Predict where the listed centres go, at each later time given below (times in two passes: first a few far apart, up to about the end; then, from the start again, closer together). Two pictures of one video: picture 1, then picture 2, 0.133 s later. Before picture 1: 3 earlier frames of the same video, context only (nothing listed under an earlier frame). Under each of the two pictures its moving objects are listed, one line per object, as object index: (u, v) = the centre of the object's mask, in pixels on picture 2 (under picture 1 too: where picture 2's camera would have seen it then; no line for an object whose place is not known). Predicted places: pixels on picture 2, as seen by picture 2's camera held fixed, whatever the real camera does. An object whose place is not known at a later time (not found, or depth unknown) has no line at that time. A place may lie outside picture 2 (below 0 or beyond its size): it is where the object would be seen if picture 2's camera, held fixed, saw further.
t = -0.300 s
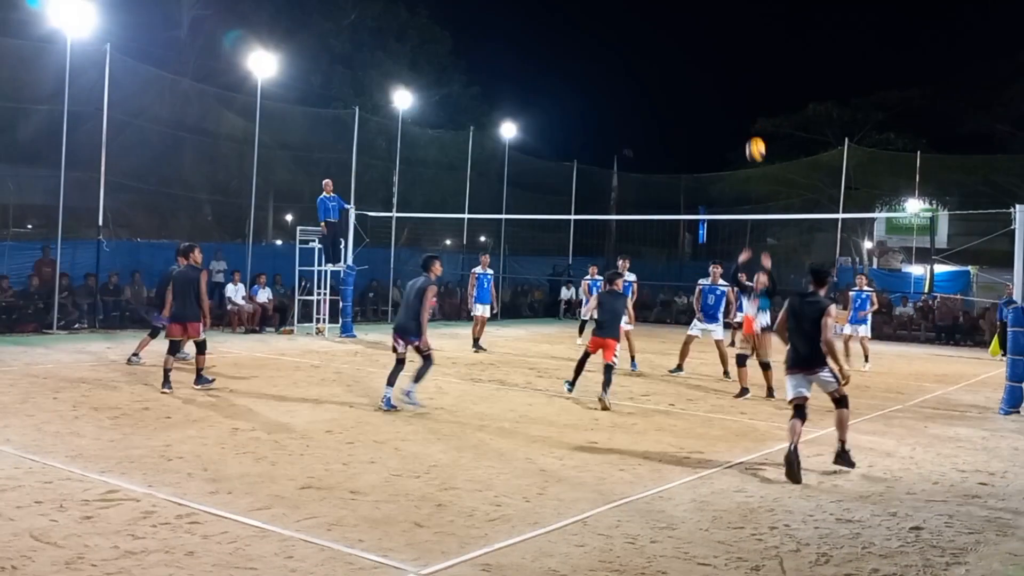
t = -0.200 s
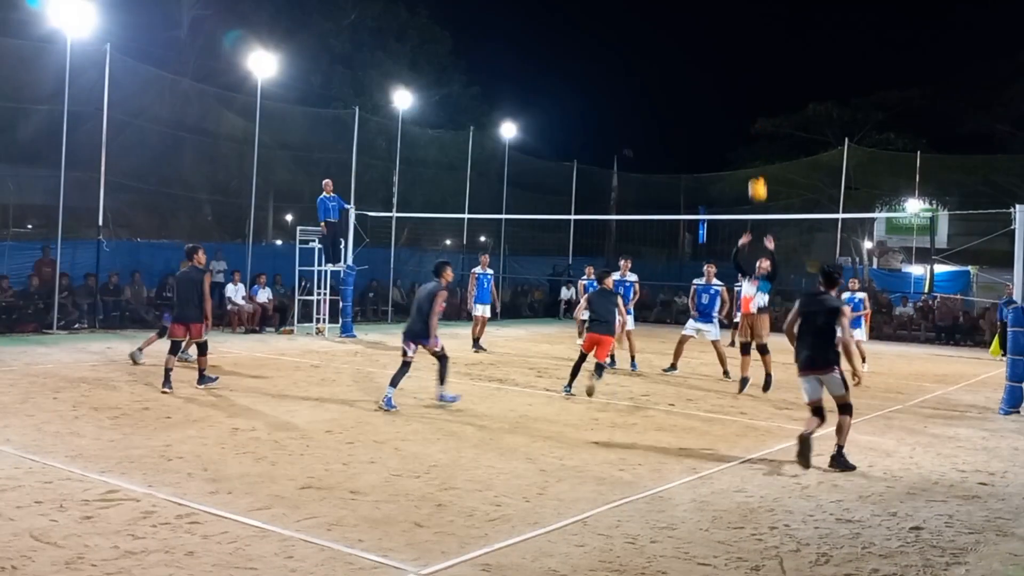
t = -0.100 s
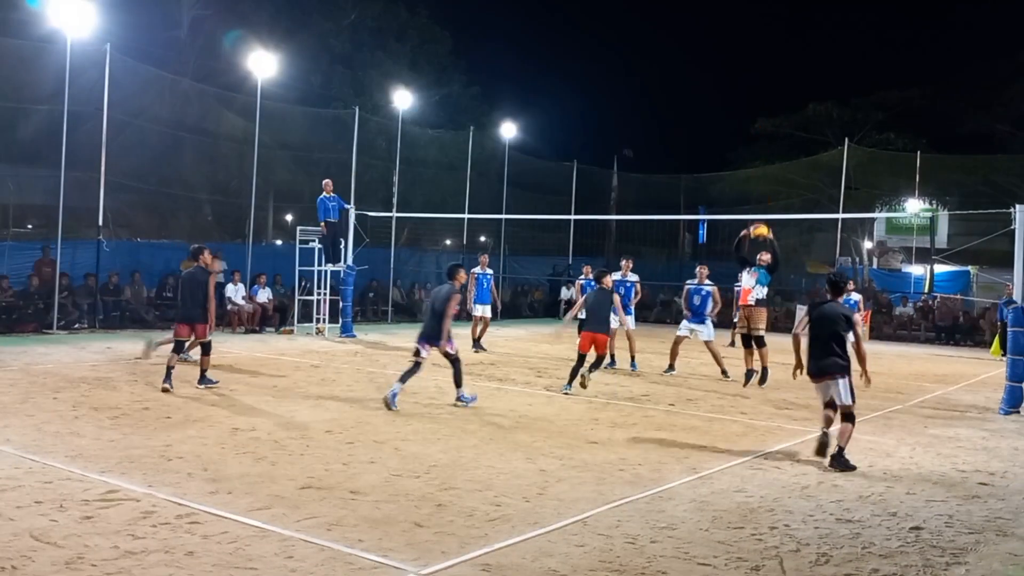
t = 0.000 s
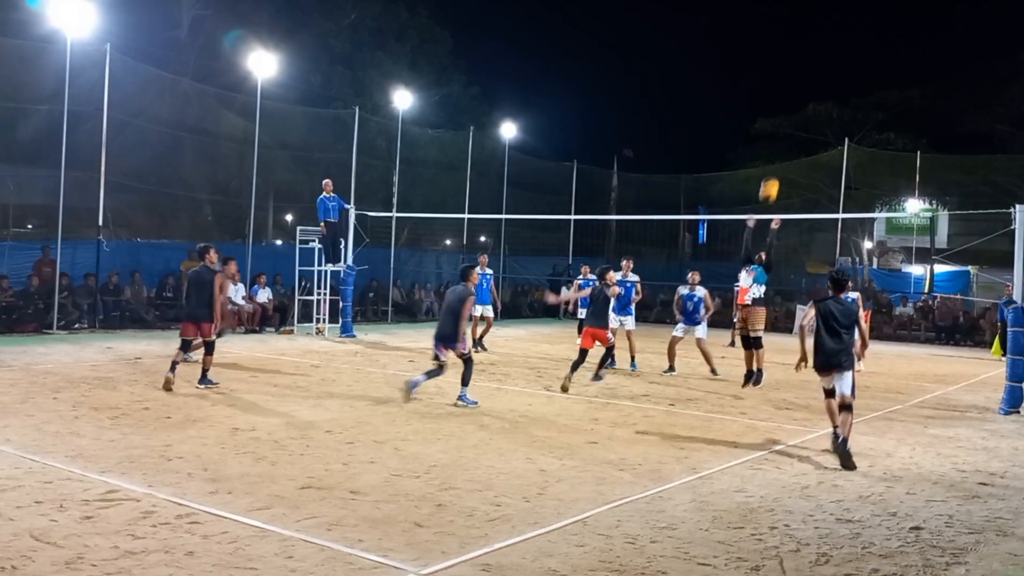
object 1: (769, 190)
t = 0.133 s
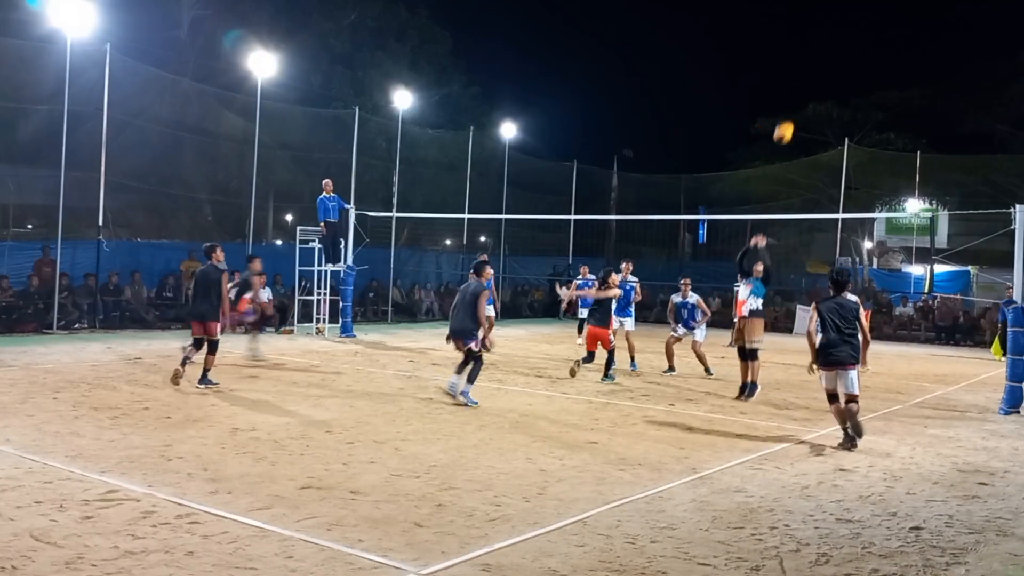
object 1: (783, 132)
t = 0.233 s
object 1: (794, 99)
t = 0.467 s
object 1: (815, 50)
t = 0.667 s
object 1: (832, 43)
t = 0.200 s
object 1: (791, 109)
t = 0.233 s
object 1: (794, 99)
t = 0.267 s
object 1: (797, 89)
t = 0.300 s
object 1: (800, 80)
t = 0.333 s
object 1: (803, 73)
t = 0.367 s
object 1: (806, 66)
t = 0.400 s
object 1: (810, 59)
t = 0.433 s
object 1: (812, 55)
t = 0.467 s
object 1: (815, 50)
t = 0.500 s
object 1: (818, 47)
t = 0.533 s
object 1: (821, 44)
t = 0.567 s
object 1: (824, 43)
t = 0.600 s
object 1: (826, 42)
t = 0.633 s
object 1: (829, 42)
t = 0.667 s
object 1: (832, 43)
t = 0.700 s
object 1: (834, 45)
